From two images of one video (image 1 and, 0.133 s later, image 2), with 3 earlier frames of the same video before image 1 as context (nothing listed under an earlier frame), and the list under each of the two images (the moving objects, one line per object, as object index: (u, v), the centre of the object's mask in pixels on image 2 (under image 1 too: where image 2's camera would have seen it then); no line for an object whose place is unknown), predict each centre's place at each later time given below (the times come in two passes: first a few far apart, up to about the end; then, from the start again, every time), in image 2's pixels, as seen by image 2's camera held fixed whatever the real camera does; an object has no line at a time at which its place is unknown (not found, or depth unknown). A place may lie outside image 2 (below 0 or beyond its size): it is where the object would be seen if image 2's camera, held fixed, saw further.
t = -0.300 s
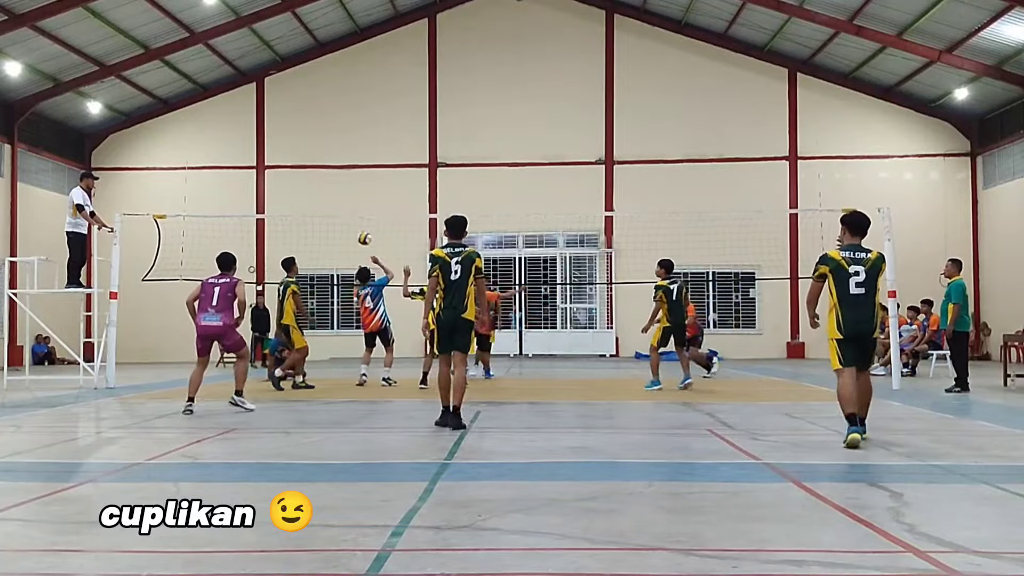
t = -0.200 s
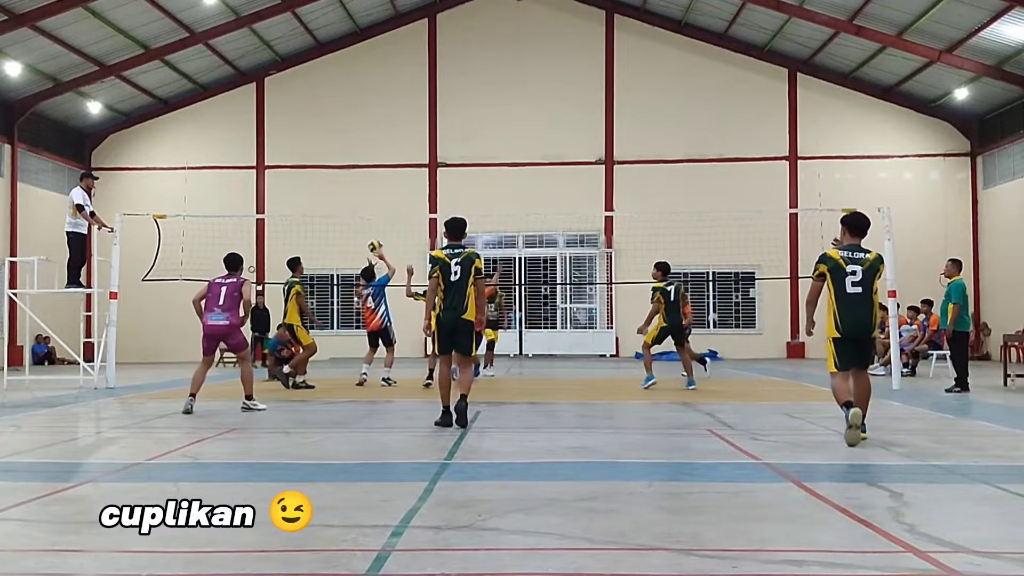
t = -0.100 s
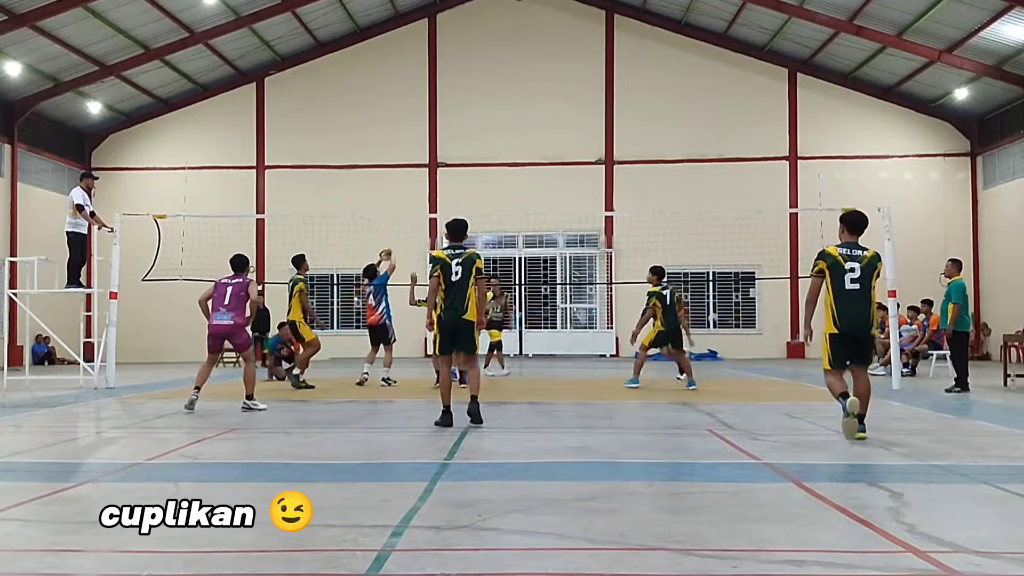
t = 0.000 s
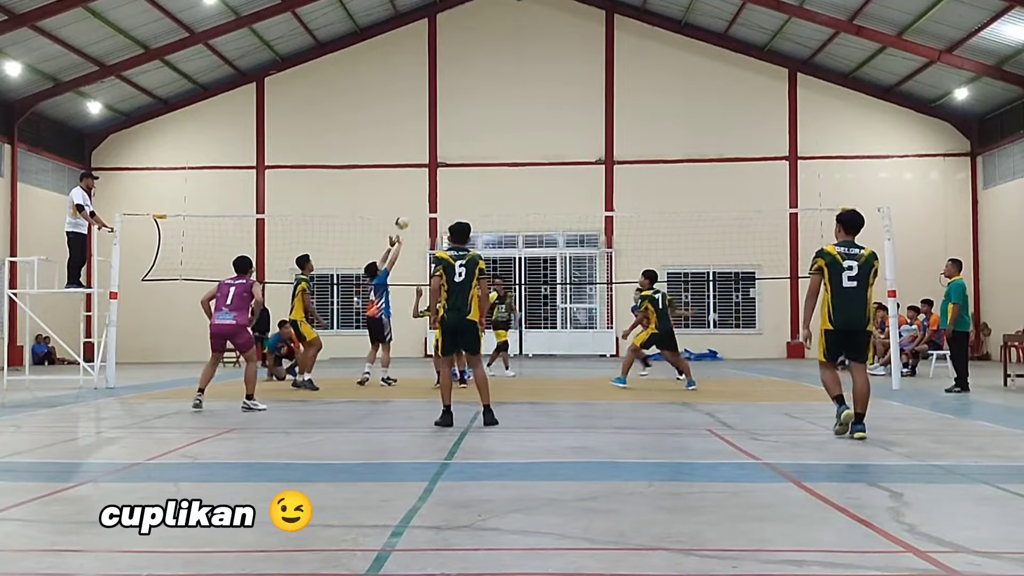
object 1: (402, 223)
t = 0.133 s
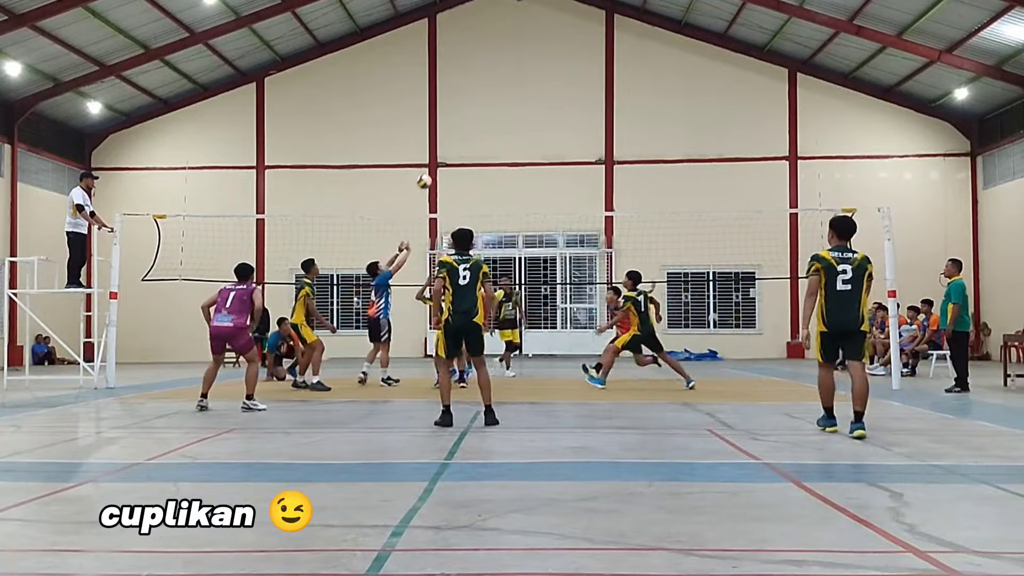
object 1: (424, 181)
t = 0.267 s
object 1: (446, 155)
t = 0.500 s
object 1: (481, 138)
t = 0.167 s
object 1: (429, 174)
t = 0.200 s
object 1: (437, 164)
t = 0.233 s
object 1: (440, 160)
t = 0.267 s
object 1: (446, 155)
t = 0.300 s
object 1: (450, 150)
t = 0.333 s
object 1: (456, 146)
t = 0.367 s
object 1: (461, 143)
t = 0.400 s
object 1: (466, 141)
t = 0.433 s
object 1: (471, 139)
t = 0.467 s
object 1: (476, 138)
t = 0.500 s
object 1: (481, 138)
